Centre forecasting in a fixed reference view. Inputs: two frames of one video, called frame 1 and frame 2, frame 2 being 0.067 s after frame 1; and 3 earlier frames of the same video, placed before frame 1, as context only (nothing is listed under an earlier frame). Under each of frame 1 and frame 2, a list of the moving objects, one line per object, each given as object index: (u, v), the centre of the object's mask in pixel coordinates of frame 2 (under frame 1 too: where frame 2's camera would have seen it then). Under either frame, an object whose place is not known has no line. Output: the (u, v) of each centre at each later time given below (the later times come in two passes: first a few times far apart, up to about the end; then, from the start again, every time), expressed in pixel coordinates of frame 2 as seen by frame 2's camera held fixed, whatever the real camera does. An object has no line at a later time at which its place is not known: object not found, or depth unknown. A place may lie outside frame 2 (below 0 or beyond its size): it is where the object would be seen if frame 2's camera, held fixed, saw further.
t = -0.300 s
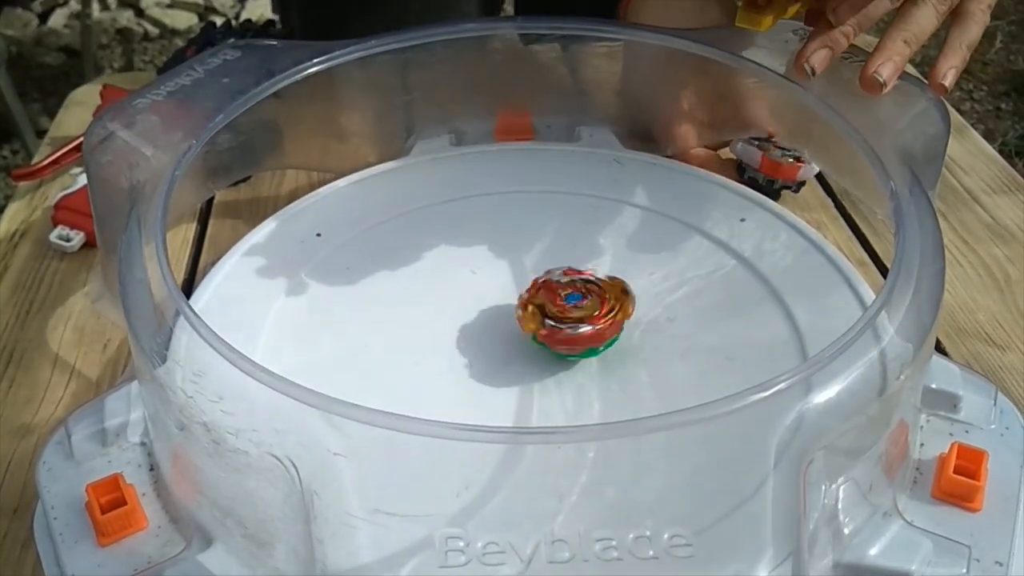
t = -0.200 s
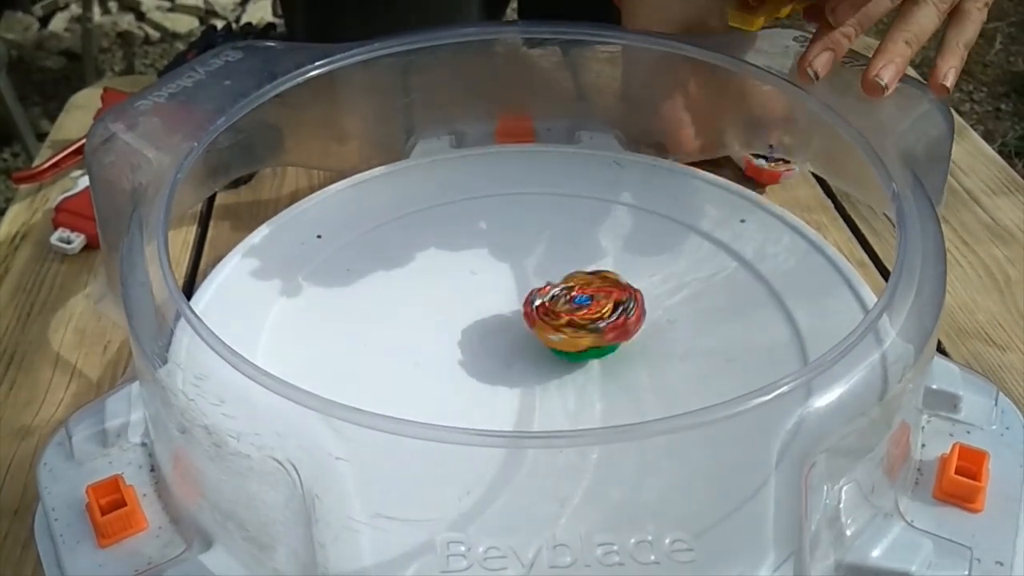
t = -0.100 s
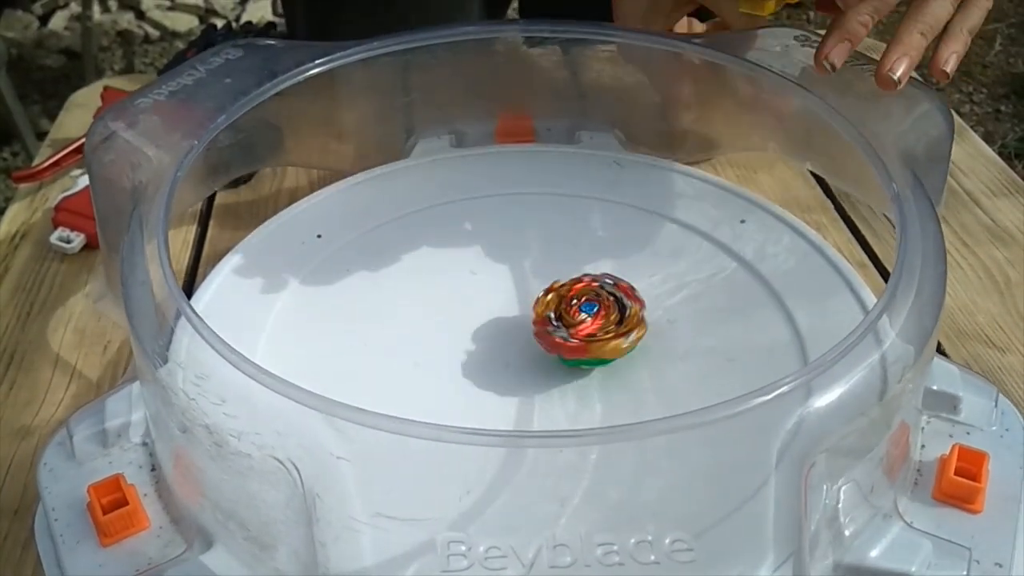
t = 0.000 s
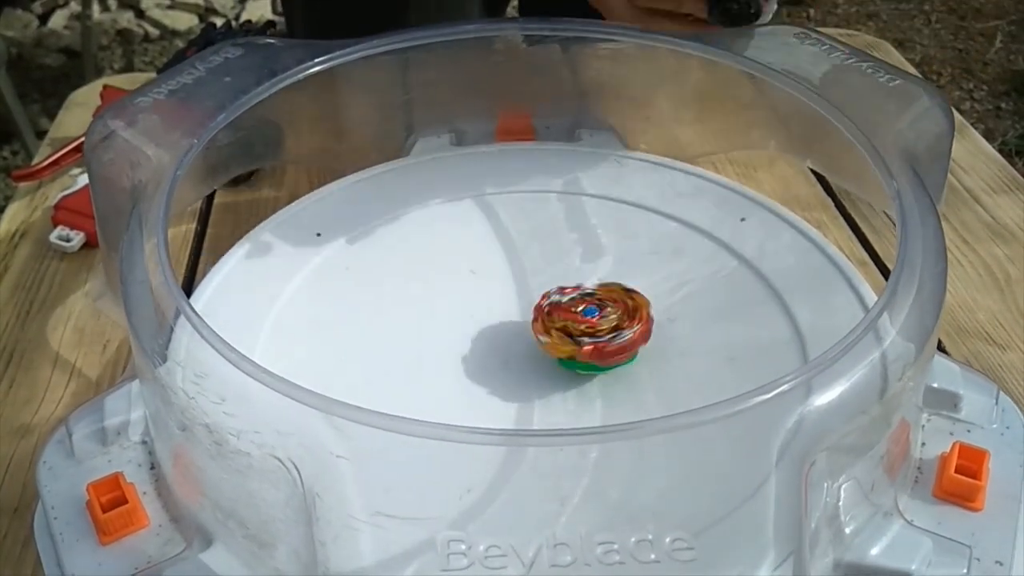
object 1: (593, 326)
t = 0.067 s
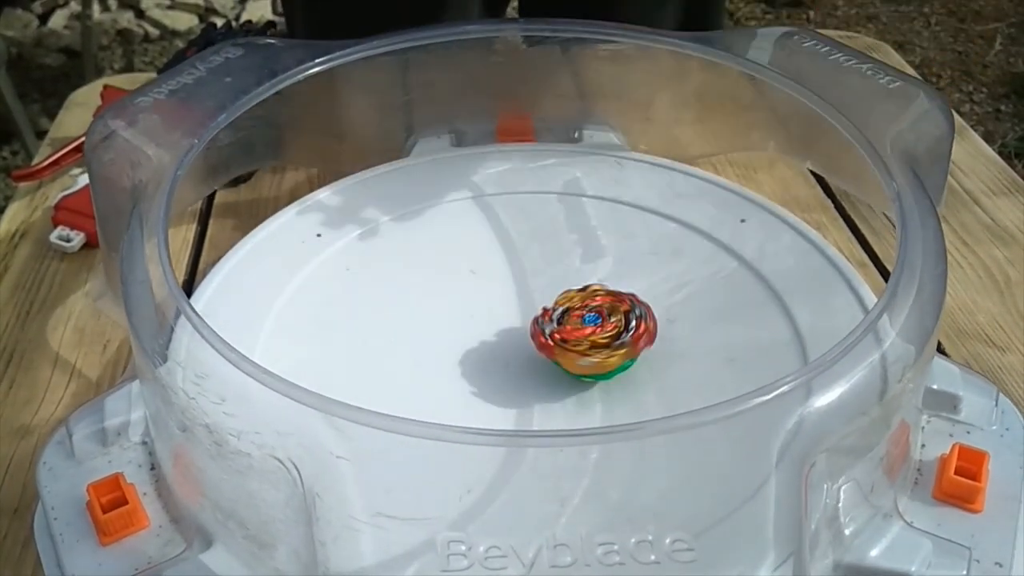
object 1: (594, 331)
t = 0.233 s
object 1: (583, 338)
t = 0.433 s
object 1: (575, 335)
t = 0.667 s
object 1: (577, 342)
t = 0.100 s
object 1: (593, 333)
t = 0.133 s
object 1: (591, 335)
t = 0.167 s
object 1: (587, 336)
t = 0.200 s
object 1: (586, 338)
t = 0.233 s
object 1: (583, 338)
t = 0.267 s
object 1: (581, 337)
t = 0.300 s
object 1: (578, 337)
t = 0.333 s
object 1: (575, 336)
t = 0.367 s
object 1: (575, 336)
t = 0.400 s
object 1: (575, 335)
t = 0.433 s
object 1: (575, 335)
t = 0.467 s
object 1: (576, 335)
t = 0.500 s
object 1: (576, 336)
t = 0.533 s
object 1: (581, 337)
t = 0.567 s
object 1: (580, 337)
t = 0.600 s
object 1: (580, 338)
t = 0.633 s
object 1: (579, 340)
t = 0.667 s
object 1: (577, 342)
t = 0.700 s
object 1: (576, 342)
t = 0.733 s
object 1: (572, 344)
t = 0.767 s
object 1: (568, 344)
